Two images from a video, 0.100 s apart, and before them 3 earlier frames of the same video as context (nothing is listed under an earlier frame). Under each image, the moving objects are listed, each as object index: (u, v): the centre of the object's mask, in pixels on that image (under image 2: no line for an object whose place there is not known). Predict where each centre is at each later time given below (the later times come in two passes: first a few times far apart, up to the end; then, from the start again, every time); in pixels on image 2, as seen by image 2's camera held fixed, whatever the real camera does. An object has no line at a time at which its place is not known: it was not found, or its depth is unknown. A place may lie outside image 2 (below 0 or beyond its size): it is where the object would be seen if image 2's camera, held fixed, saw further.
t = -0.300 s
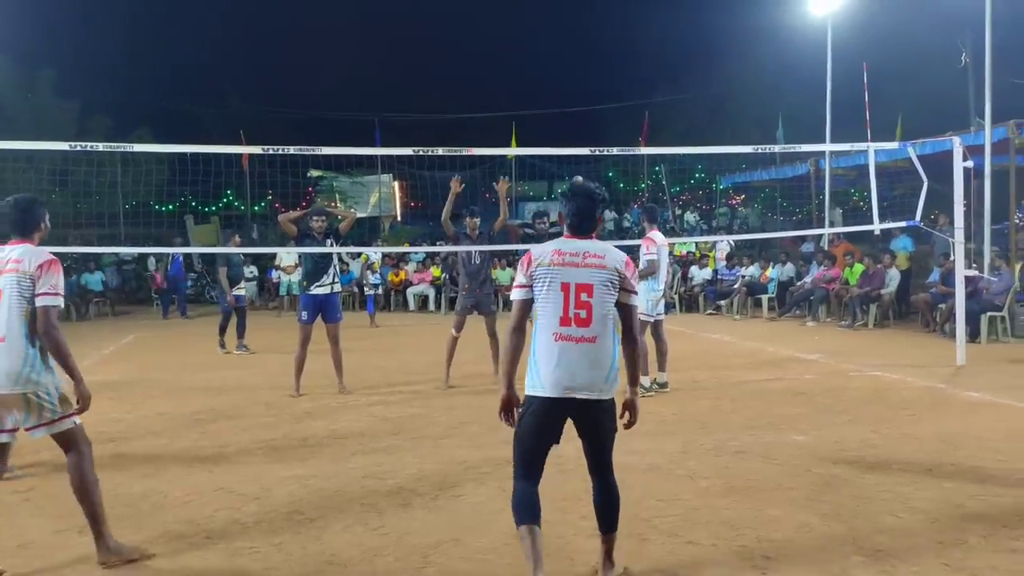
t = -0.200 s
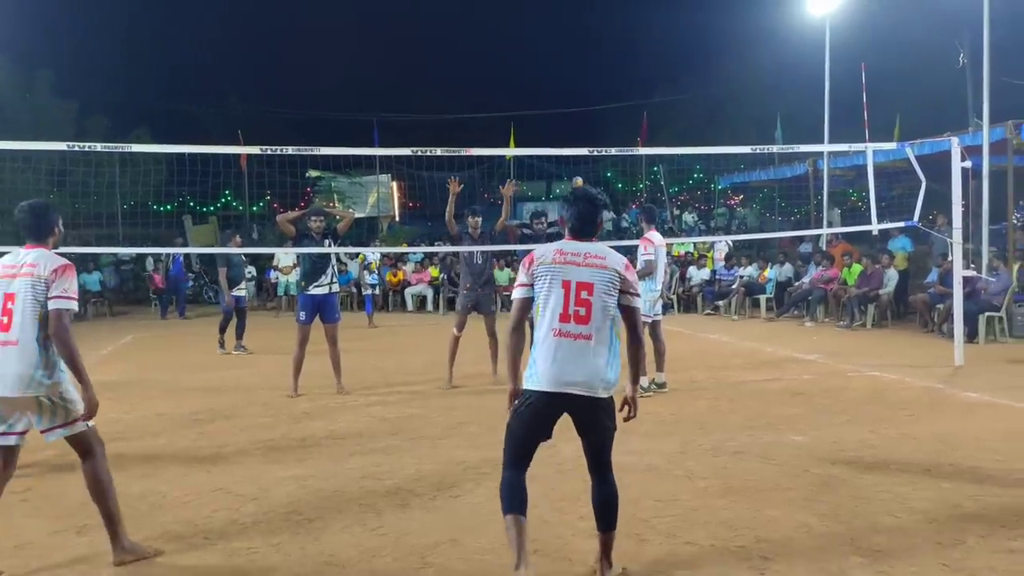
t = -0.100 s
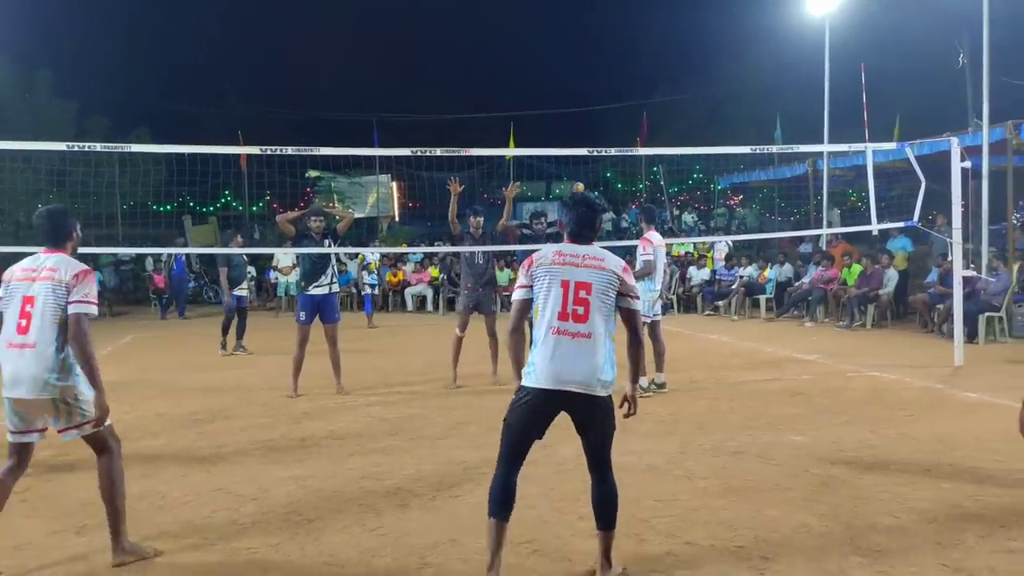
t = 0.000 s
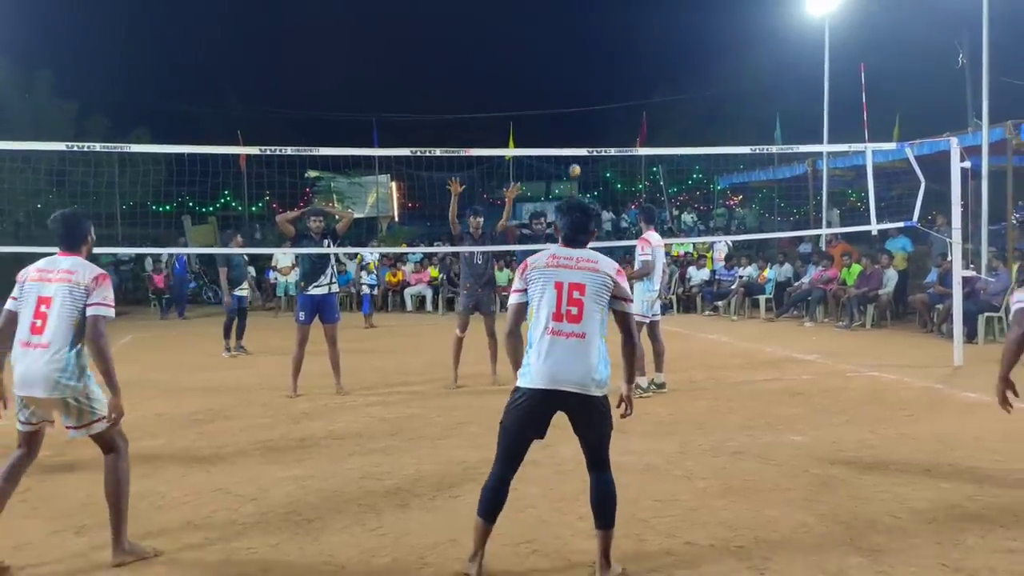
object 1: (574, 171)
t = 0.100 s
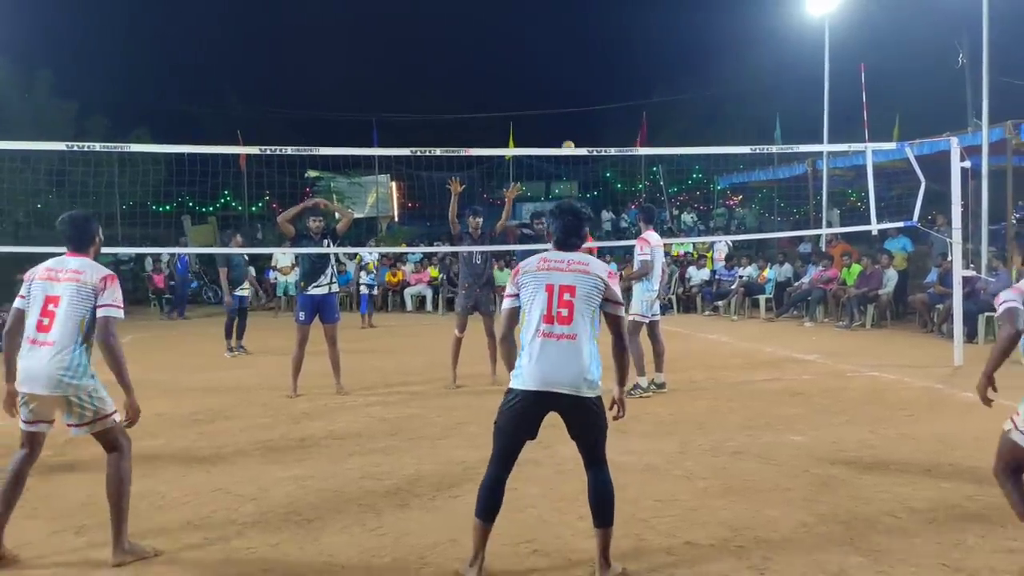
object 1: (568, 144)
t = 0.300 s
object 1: (549, 105)
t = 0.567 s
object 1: (515, 65)
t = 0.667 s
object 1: (498, 59)
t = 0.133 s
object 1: (565, 139)
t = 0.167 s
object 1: (562, 133)
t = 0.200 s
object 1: (559, 125)
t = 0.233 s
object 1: (556, 118)
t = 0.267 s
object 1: (552, 112)
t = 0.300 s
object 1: (549, 105)
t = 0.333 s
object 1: (545, 99)
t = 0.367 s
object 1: (541, 93)
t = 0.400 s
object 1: (537, 87)
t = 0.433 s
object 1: (533, 82)
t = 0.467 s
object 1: (529, 77)
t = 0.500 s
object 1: (525, 72)
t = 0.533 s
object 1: (520, 69)
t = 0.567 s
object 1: (515, 65)
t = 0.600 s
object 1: (509, 62)
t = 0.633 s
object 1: (504, 60)
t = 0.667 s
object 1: (498, 59)
